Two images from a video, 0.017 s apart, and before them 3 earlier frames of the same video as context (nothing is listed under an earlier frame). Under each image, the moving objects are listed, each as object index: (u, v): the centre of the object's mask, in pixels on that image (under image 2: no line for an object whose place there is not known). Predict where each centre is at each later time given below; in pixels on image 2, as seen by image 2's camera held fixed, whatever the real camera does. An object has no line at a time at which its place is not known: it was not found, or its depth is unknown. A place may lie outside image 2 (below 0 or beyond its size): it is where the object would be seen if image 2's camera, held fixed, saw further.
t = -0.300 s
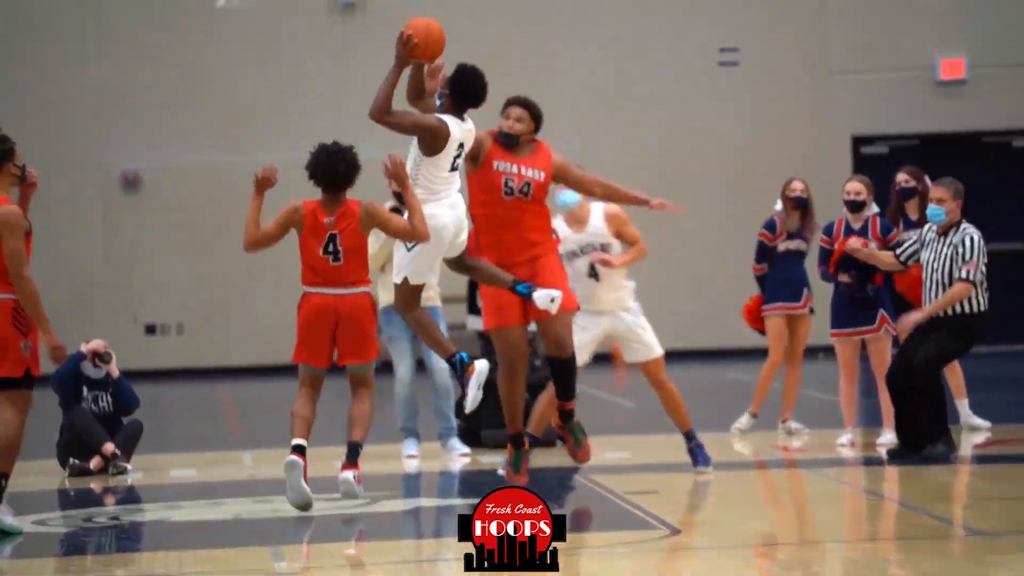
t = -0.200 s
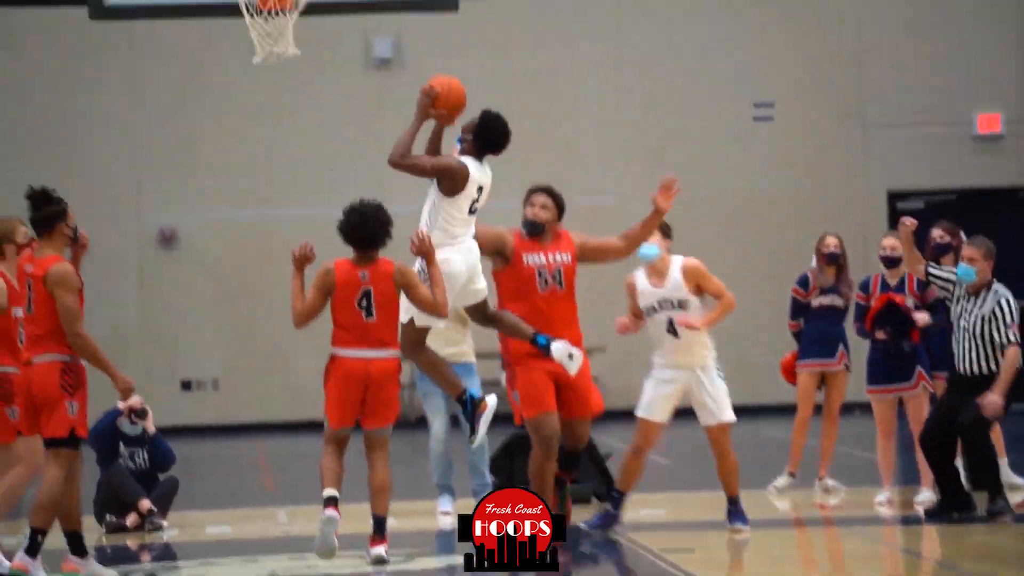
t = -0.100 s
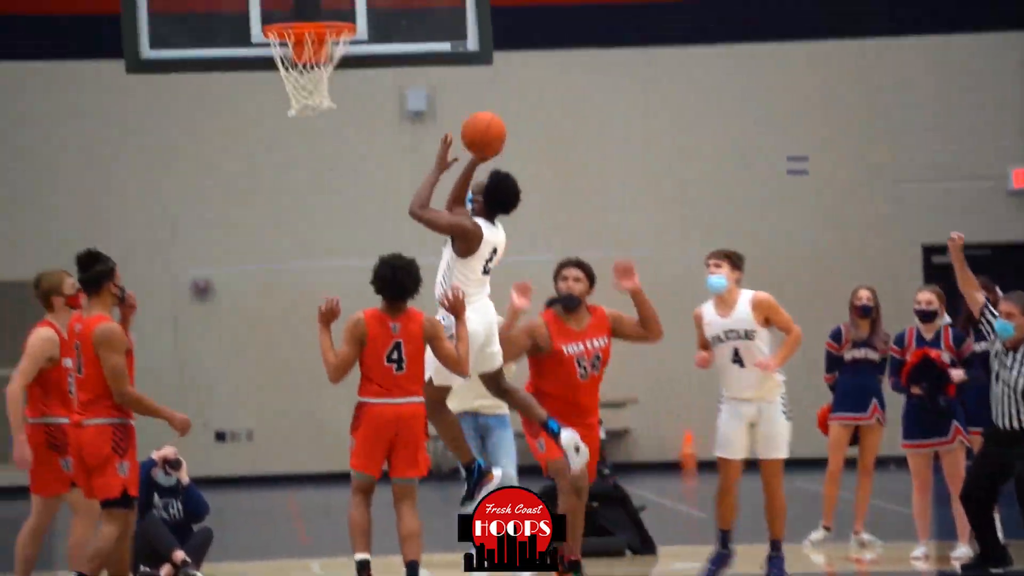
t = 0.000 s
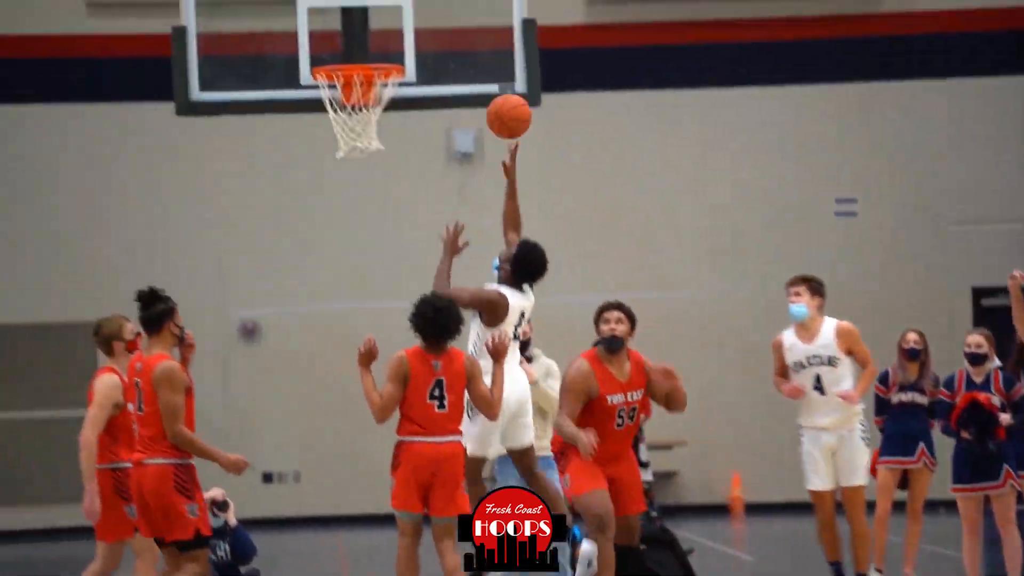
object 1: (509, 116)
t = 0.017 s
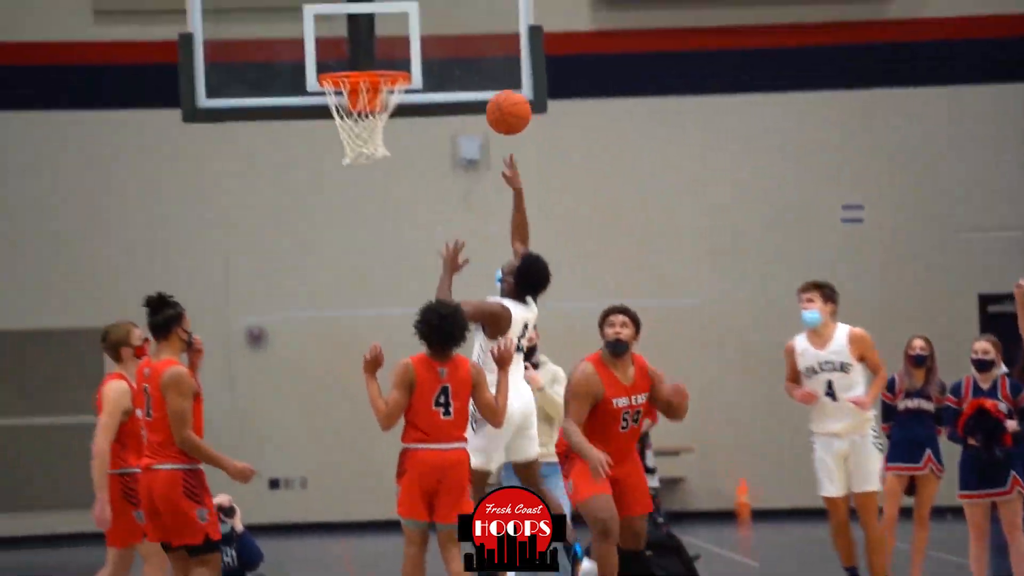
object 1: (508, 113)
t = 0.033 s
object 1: (502, 102)
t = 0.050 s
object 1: (495, 93)
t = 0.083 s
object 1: (481, 76)
